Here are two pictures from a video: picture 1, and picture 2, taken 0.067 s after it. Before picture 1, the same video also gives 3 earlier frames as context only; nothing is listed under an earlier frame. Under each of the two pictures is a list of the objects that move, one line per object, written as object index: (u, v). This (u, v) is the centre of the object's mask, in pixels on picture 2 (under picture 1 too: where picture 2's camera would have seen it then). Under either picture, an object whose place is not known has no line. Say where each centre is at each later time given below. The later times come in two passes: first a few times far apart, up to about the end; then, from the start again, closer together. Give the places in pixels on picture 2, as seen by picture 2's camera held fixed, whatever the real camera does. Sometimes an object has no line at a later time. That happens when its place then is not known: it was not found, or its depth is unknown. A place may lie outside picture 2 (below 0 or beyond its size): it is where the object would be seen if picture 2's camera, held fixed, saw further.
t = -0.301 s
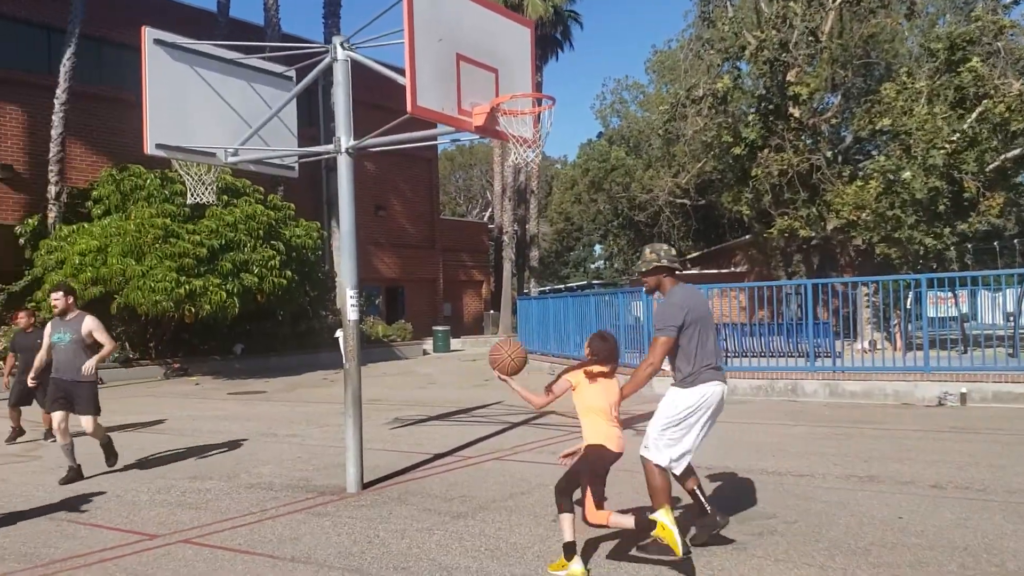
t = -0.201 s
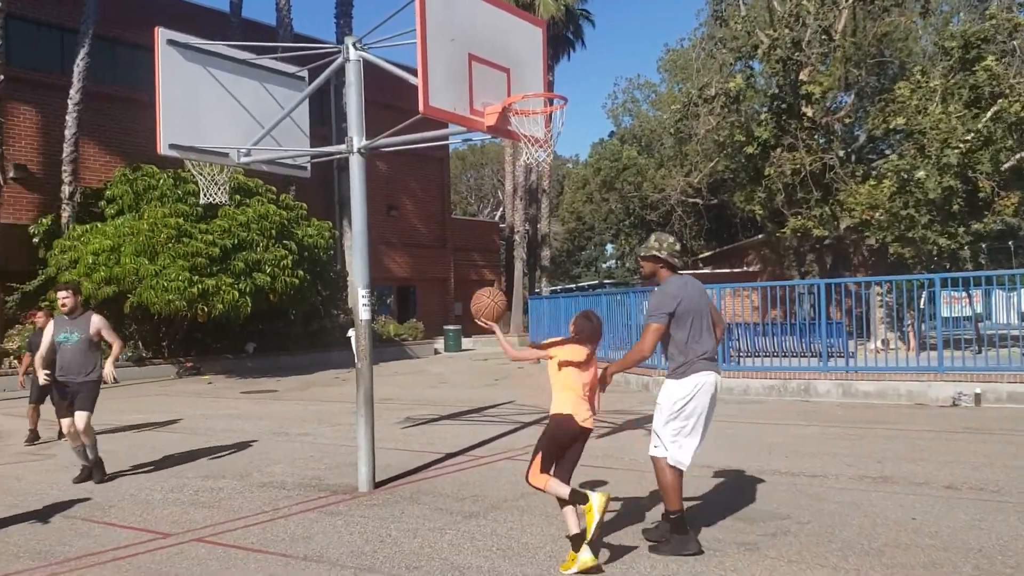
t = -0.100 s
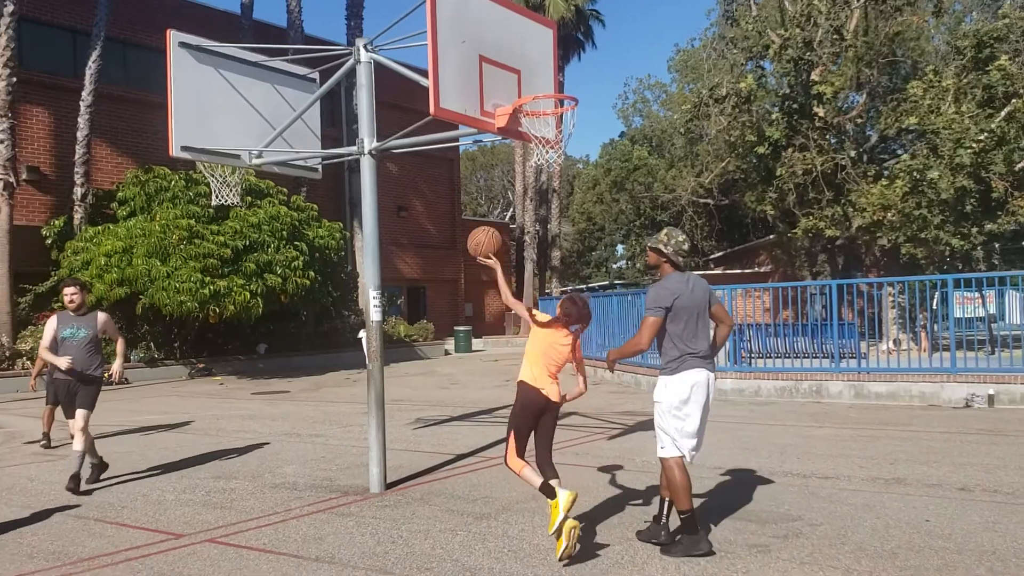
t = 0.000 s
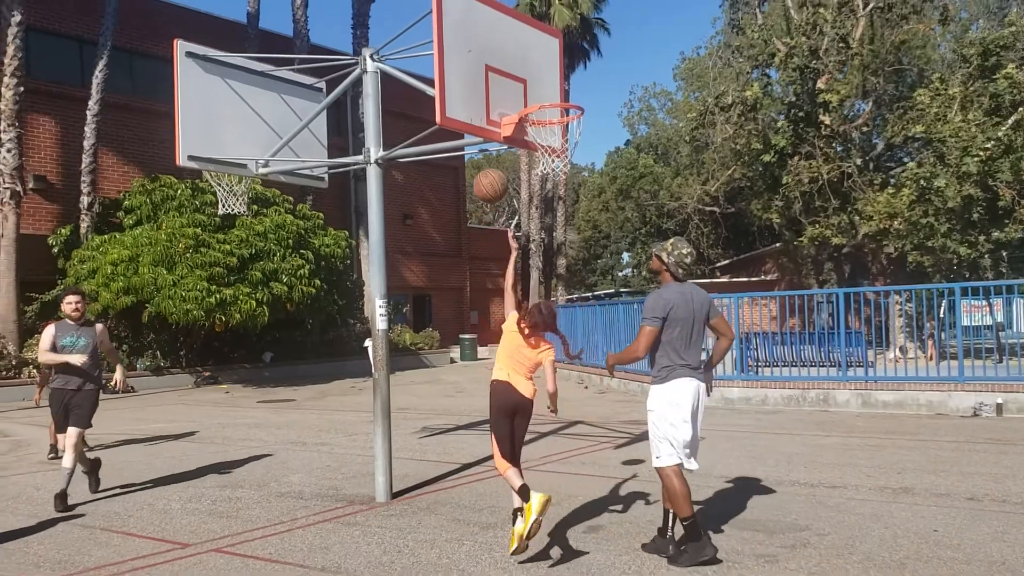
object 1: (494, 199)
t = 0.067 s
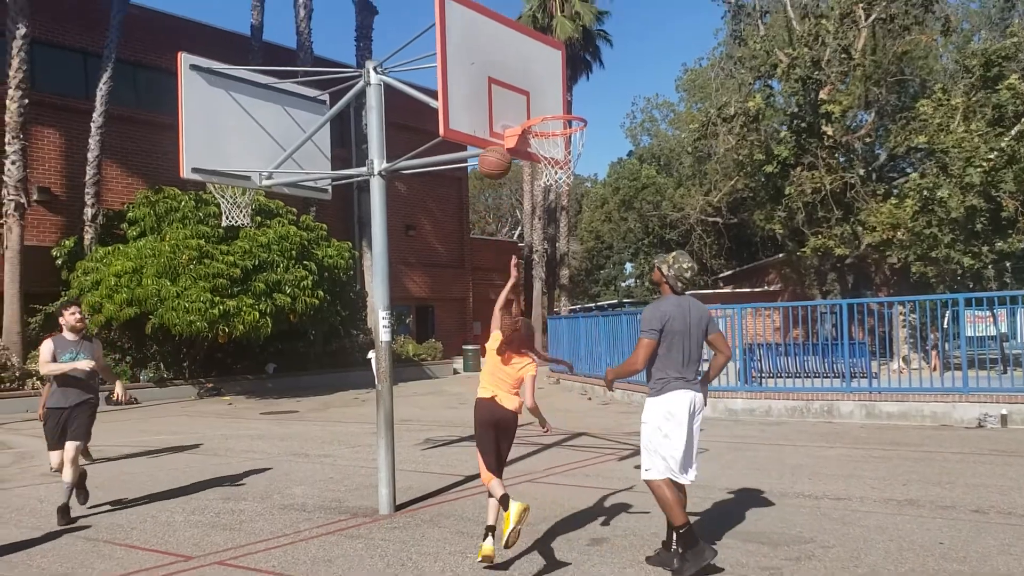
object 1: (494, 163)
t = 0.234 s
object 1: (497, 108)
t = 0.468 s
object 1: (523, 89)
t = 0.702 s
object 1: (563, 127)
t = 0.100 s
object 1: (495, 148)
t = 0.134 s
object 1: (496, 136)
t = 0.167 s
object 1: (496, 124)
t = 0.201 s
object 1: (497, 115)
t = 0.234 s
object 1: (497, 108)
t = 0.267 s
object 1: (498, 102)
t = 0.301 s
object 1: (499, 98)
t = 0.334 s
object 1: (499, 95)
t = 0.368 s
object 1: (505, 92)
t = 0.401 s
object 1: (511, 89)
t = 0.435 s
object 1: (517, 88)
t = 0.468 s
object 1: (523, 89)
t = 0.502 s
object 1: (529, 91)
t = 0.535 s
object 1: (536, 94)
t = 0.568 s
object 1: (542, 99)
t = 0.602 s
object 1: (548, 104)
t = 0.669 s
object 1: (561, 122)
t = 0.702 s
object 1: (563, 127)
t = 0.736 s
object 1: (560, 132)
